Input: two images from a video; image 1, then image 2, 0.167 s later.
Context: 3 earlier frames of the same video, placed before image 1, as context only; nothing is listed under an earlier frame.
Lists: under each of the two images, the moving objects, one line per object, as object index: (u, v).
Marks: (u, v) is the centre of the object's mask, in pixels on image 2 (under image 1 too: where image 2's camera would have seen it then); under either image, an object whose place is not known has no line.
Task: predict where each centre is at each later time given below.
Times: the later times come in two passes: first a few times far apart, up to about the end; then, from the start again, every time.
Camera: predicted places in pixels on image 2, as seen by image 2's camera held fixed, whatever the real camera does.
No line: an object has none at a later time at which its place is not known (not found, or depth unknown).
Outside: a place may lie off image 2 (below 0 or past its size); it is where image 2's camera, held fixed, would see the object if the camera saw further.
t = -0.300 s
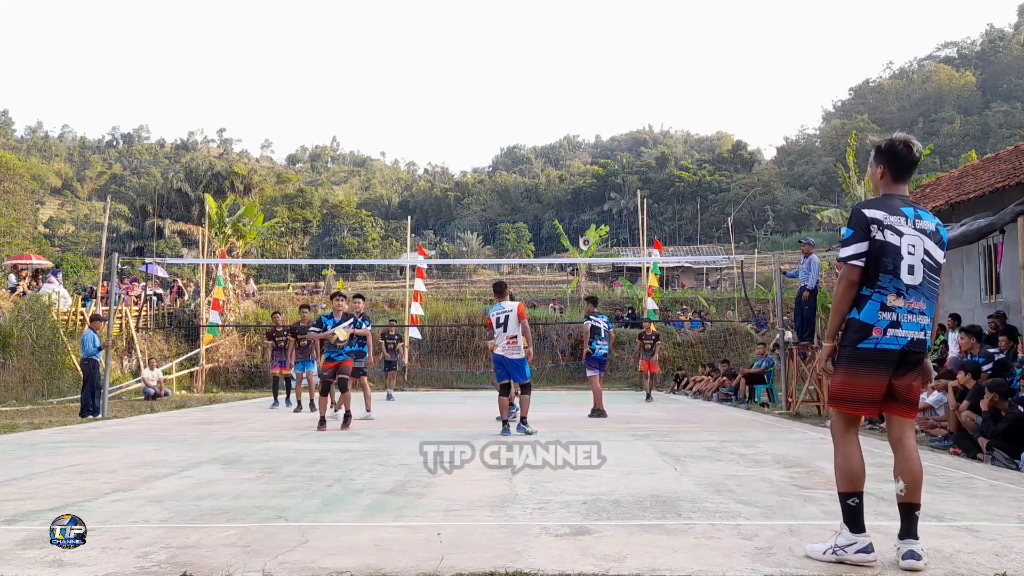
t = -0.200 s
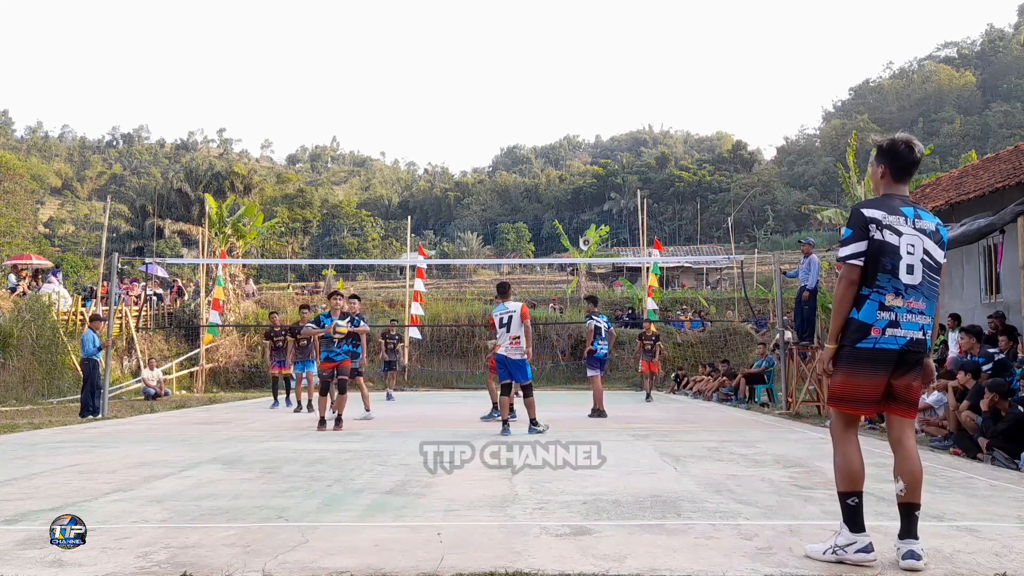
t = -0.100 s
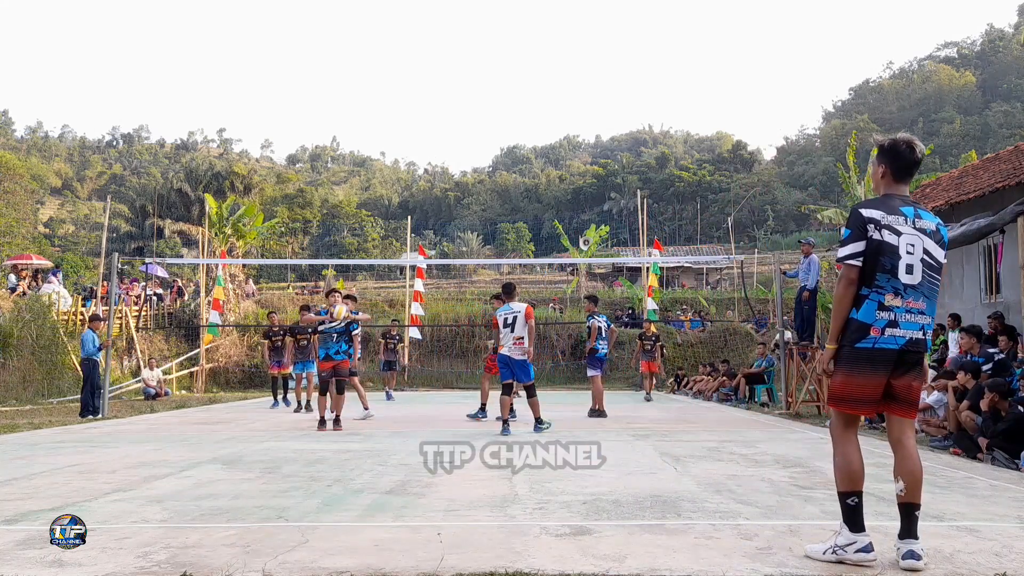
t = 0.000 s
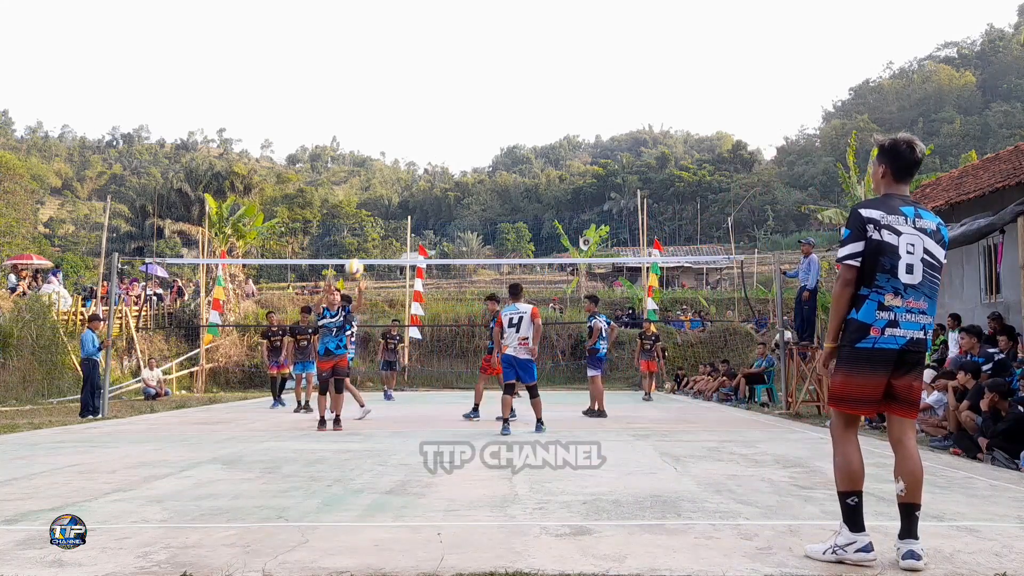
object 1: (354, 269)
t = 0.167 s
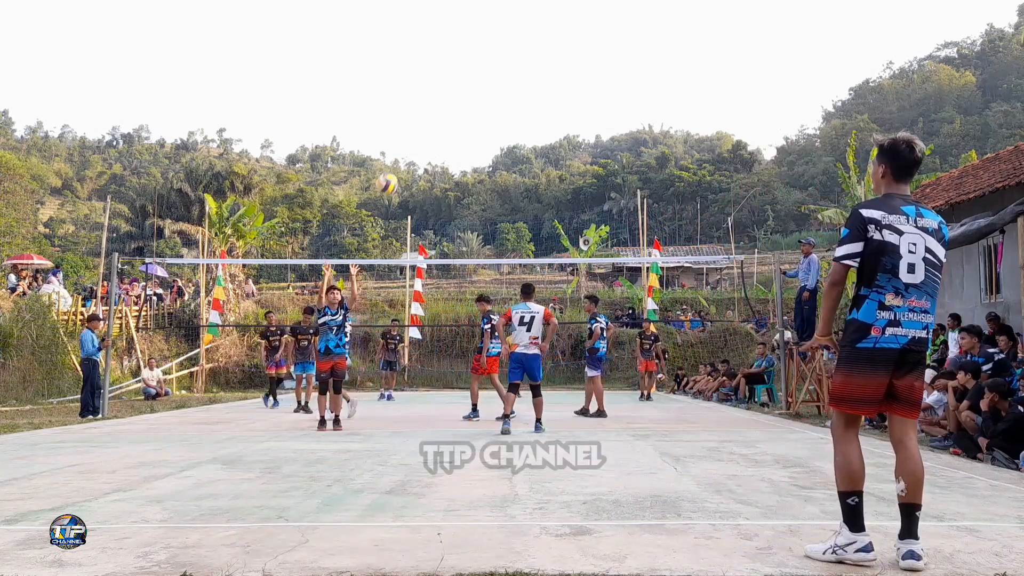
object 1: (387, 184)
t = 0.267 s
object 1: (407, 138)
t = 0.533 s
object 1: (483, 41)
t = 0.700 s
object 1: (550, 8)
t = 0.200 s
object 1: (394, 169)
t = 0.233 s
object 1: (400, 154)
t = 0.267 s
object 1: (407, 138)
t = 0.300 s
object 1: (415, 124)
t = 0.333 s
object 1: (423, 110)
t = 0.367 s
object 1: (432, 97)
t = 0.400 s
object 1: (441, 85)
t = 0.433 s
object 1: (451, 73)
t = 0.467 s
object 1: (461, 61)
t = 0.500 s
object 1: (471, 51)
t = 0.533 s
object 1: (483, 41)
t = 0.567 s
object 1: (495, 31)
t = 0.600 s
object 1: (508, 23)
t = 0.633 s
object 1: (521, 15)
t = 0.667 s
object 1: (535, 10)
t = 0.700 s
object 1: (550, 8)
